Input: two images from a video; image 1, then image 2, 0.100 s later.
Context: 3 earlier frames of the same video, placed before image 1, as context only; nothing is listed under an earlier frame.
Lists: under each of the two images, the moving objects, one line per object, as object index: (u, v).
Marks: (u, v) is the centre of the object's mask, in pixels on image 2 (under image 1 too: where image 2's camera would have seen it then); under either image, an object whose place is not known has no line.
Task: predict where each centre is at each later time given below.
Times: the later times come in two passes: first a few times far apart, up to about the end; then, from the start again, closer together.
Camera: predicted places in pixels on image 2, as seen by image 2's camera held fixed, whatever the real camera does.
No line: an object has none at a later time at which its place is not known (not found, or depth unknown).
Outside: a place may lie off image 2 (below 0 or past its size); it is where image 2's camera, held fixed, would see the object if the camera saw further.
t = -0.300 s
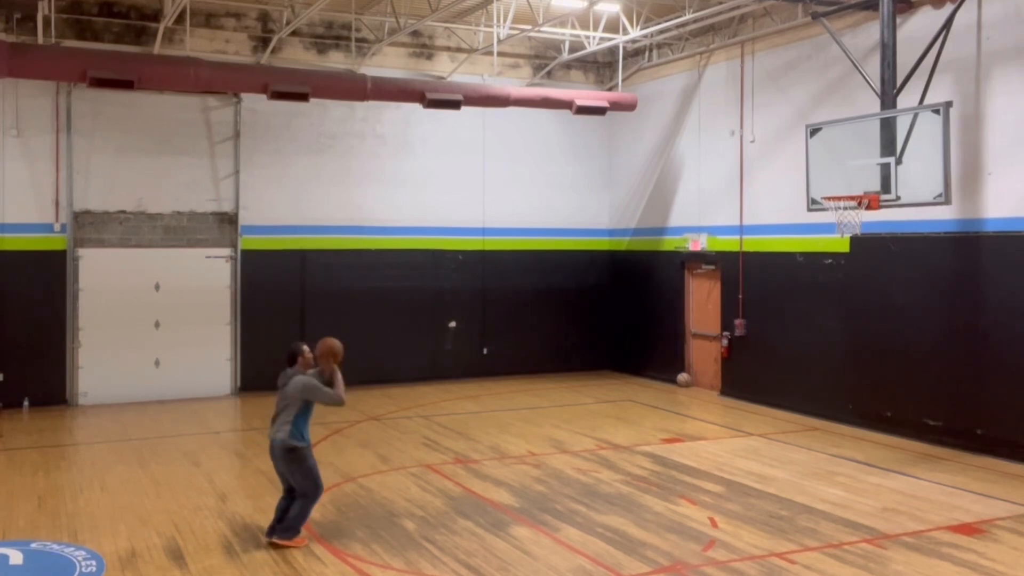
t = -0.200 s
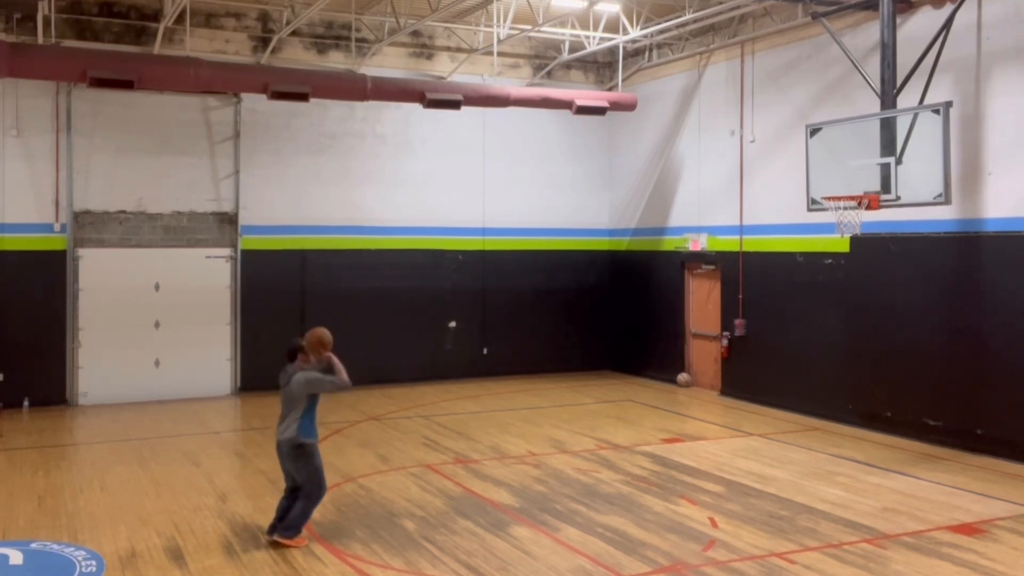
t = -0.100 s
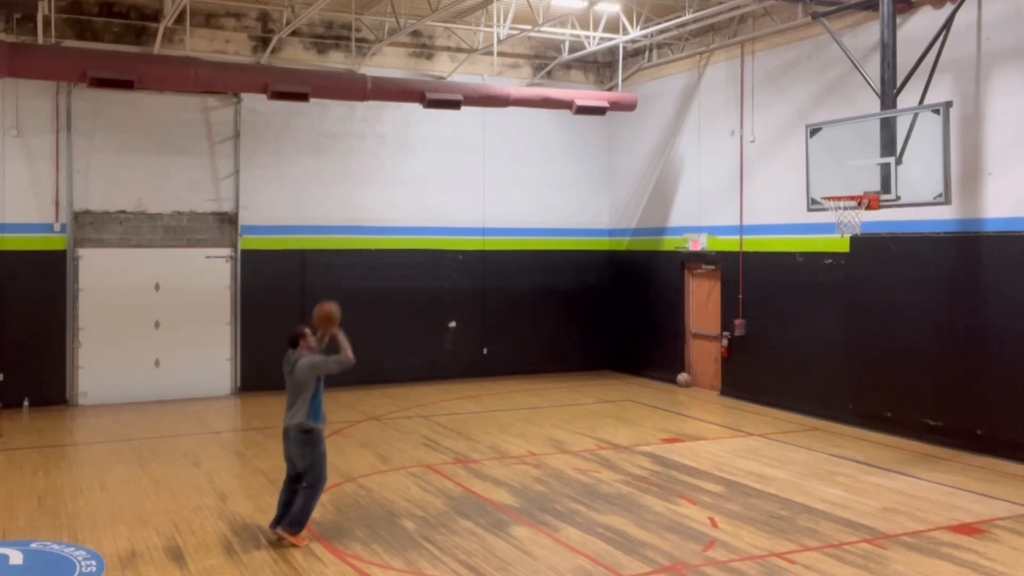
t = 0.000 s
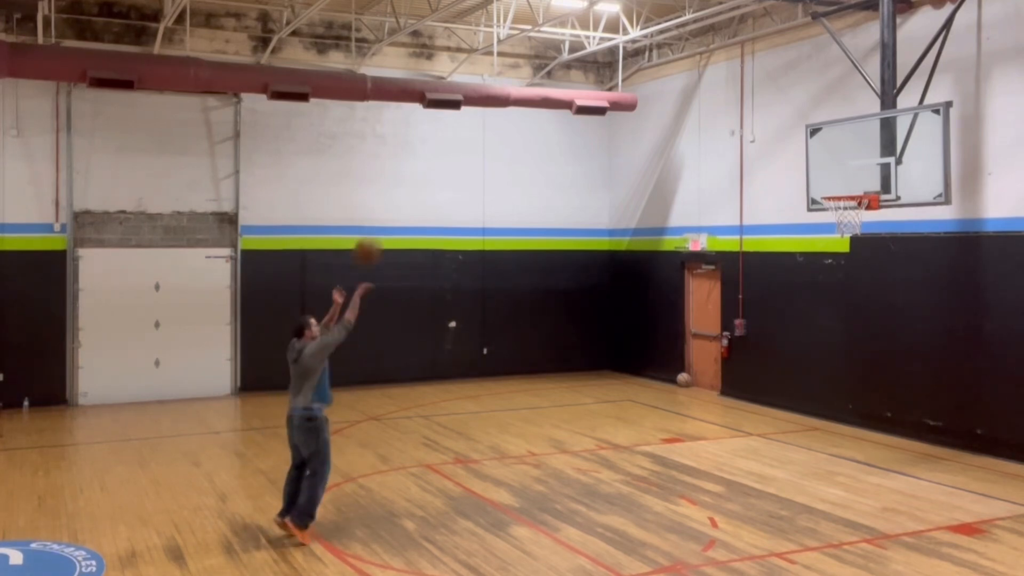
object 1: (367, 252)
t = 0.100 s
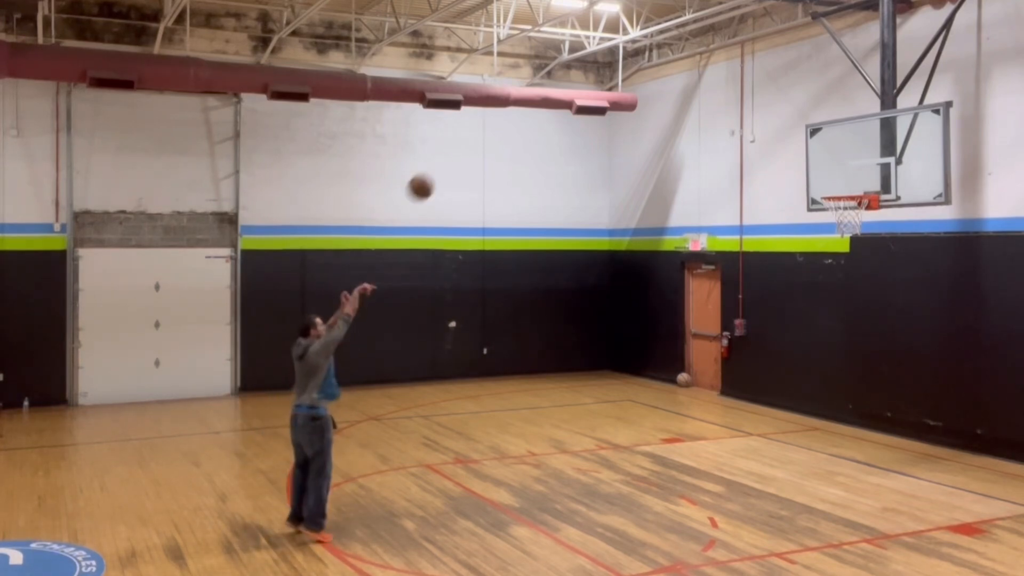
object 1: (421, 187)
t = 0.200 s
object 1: (471, 137)
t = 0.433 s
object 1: (576, 69)
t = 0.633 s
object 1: (658, 56)
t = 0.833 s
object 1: (734, 82)
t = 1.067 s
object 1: (813, 151)
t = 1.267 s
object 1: (858, 212)
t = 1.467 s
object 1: (861, 252)
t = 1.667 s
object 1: (862, 326)
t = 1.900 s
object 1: (866, 462)
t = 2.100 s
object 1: (856, 400)
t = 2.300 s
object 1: (845, 354)
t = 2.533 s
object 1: (833, 346)
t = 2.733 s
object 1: (822, 382)
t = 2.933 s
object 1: (812, 456)
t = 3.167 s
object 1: (800, 435)
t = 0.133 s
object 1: (438, 169)
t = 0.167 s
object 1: (454, 152)
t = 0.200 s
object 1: (471, 137)
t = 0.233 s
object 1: (487, 123)
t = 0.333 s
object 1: (533, 90)
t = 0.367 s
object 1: (548, 82)
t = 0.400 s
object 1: (562, 75)
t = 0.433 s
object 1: (576, 69)
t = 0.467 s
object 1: (590, 65)
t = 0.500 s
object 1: (605, 62)
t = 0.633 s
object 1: (658, 56)
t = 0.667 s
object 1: (671, 58)
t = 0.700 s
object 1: (687, 60)
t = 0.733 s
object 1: (697, 65)
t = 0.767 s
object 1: (709, 69)
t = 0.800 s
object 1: (722, 75)
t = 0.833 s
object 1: (734, 82)
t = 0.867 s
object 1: (746, 89)
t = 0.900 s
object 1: (757, 97)
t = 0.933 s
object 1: (769, 107)
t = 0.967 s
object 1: (780, 116)
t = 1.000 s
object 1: (791, 128)
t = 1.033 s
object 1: (802, 140)
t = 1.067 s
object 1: (813, 151)
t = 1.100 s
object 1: (823, 165)
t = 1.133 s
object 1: (834, 179)
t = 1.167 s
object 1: (844, 191)
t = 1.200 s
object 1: (852, 208)
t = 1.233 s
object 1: (857, 212)
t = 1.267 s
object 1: (858, 212)
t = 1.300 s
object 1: (860, 215)
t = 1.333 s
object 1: (860, 222)
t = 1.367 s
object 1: (860, 229)
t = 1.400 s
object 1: (860, 237)
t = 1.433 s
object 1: (861, 244)
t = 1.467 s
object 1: (861, 252)
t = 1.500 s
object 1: (861, 262)
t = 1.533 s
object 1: (861, 273)
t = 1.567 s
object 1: (861, 285)
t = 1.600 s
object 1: (862, 298)
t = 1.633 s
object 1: (862, 312)
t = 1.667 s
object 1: (862, 326)
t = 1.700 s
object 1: (863, 342)
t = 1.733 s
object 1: (863, 359)
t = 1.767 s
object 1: (864, 378)
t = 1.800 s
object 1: (864, 397)
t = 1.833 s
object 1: (864, 416)
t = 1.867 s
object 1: (865, 438)
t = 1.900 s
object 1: (866, 462)
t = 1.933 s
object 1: (865, 466)
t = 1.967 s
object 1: (863, 451)
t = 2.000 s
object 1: (861, 435)
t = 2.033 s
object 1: (860, 422)
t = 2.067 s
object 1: (858, 412)
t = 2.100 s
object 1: (856, 400)
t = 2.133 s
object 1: (854, 390)
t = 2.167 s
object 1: (853, 381)
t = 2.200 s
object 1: (850, 373)
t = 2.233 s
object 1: (849, 365)
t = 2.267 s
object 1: (847, 359)
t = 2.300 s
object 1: (845, 354)
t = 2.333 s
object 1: (843, 350)
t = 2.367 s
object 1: (842, 347)
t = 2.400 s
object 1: (840, 345)
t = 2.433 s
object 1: (838, 344)
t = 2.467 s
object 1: (836, 343)
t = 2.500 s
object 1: (835, 345)
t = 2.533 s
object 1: (833, 346)
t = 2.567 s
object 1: (831, 350)
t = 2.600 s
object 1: (829, 354)
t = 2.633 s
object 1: (828, 359)
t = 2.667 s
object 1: (826, 365)
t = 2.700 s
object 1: (824, 373)
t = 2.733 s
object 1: (822, 382)
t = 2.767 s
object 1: (820, 391)
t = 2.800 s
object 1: (819, 402)
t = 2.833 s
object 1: (817, 412)
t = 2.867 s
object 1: (815, 425)
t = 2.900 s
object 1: (814, 441)
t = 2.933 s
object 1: (812, 456)
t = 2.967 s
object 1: (811, 472)
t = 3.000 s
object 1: (809, 483)
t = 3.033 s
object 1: (807, 471)
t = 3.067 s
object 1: (805, 460)
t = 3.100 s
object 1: (803, 451)
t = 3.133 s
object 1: (802, 443)
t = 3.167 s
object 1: (800, 435)
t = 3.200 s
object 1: (798, 429)
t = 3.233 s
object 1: (796, 423)
